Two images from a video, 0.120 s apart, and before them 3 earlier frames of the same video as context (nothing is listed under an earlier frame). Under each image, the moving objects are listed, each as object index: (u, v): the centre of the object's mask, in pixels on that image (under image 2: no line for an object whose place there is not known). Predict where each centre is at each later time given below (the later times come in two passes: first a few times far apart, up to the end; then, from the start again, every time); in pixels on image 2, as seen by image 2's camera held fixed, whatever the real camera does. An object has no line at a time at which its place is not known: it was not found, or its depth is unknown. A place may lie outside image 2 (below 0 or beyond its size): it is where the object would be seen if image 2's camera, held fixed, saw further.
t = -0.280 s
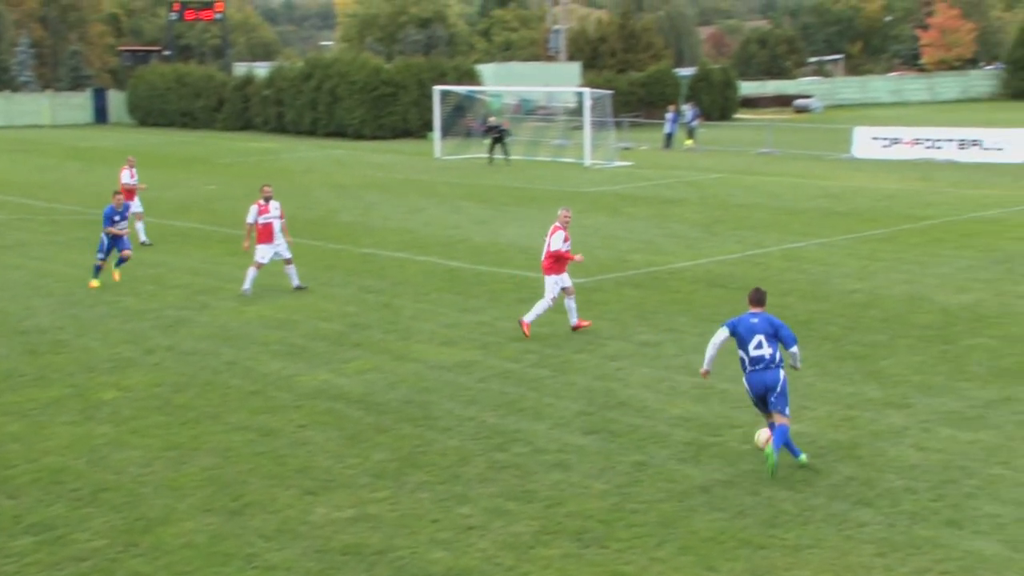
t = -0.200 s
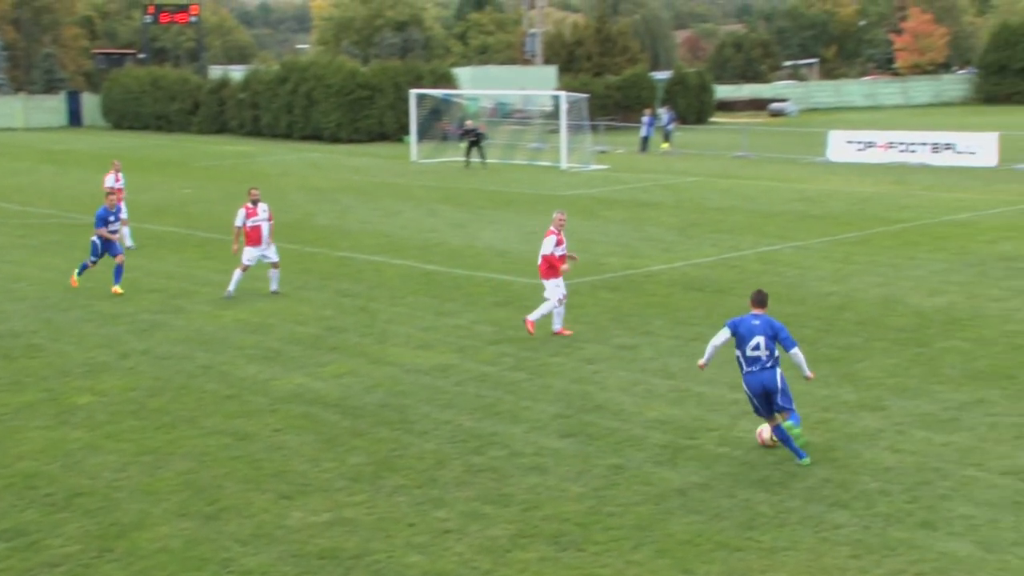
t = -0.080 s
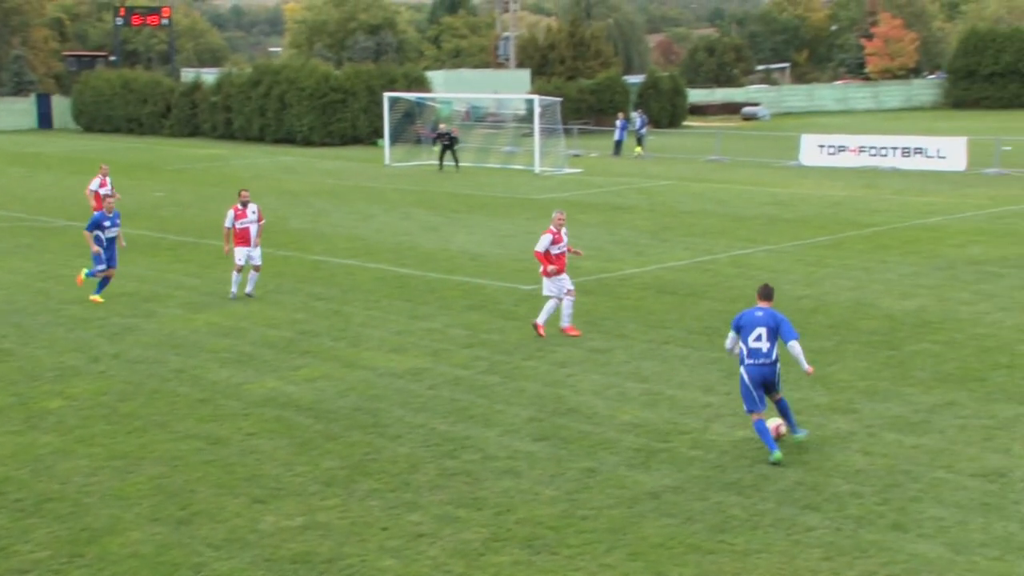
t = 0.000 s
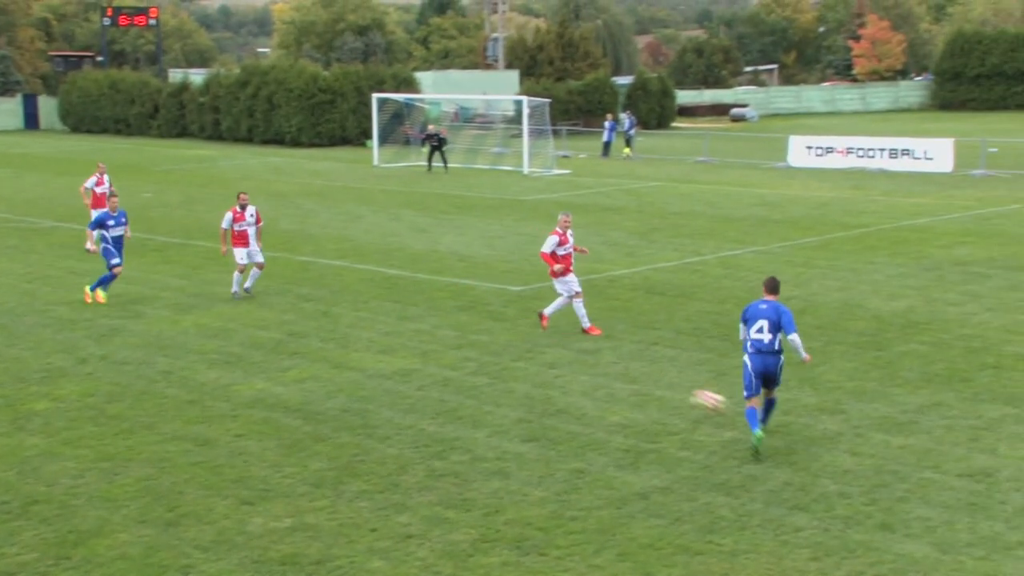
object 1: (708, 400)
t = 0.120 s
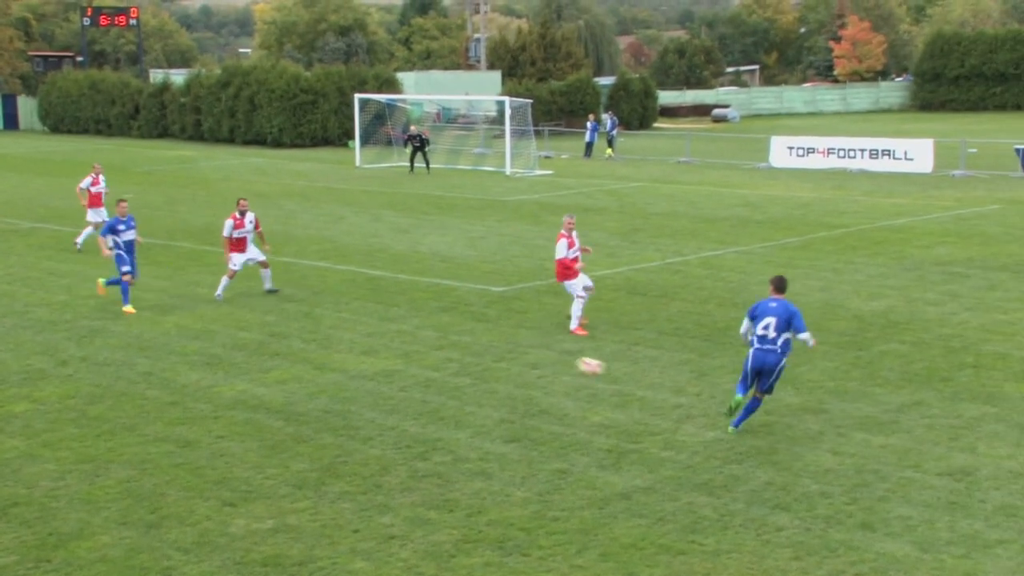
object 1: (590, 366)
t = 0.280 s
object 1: (479, 345)
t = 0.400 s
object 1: (407, 342)
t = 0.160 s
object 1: (560, 359)
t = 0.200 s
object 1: (532, 352)
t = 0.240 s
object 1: (504, 348)
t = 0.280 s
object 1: (479, 345)
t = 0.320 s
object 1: (453, 343)
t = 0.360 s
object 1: (429, 343)
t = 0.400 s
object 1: (407, 342)
